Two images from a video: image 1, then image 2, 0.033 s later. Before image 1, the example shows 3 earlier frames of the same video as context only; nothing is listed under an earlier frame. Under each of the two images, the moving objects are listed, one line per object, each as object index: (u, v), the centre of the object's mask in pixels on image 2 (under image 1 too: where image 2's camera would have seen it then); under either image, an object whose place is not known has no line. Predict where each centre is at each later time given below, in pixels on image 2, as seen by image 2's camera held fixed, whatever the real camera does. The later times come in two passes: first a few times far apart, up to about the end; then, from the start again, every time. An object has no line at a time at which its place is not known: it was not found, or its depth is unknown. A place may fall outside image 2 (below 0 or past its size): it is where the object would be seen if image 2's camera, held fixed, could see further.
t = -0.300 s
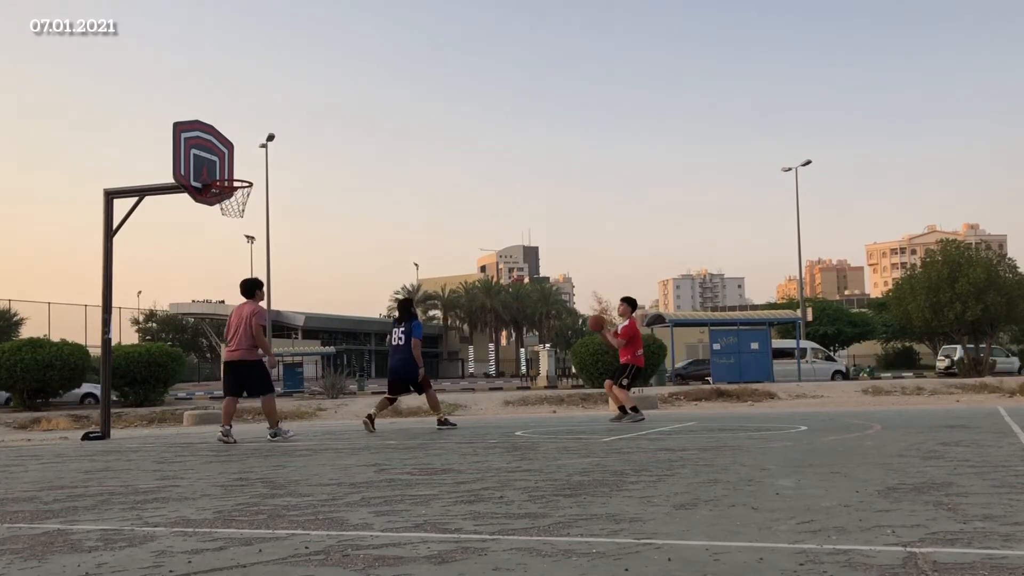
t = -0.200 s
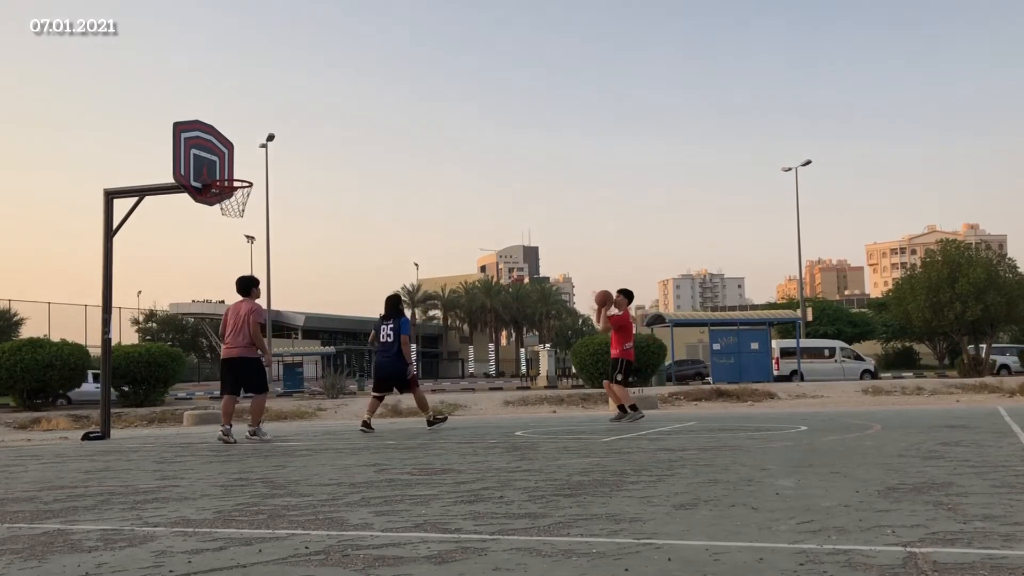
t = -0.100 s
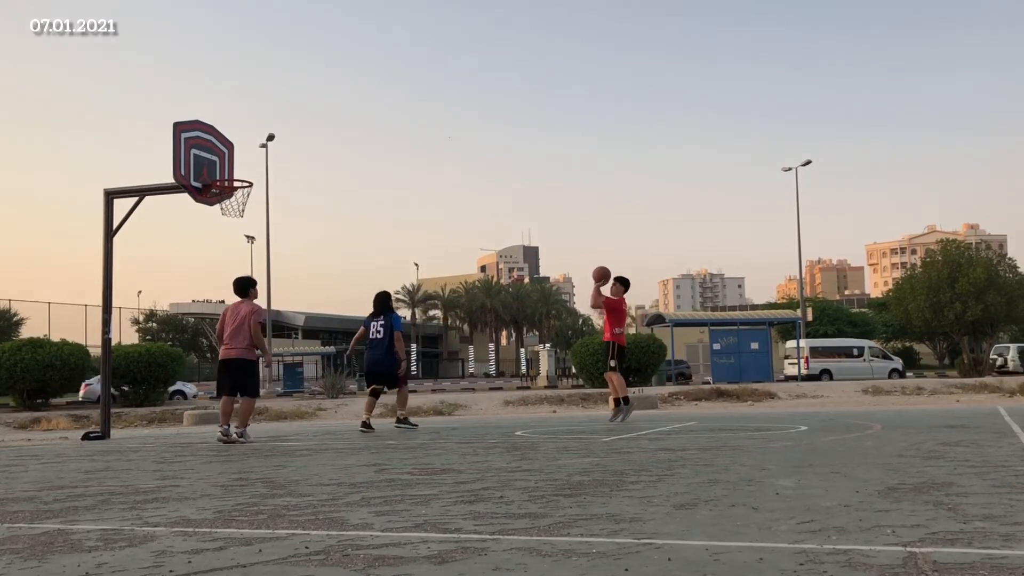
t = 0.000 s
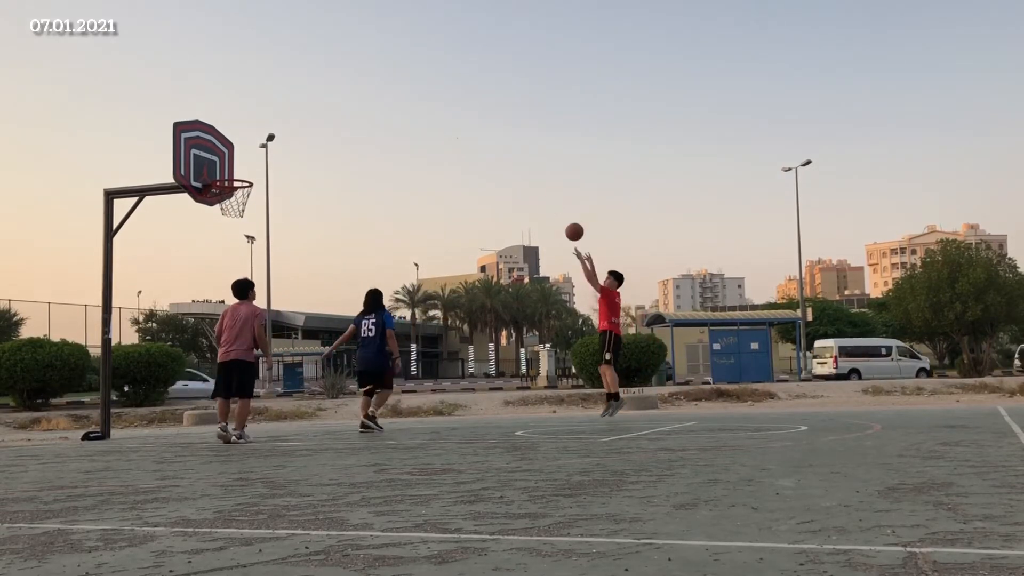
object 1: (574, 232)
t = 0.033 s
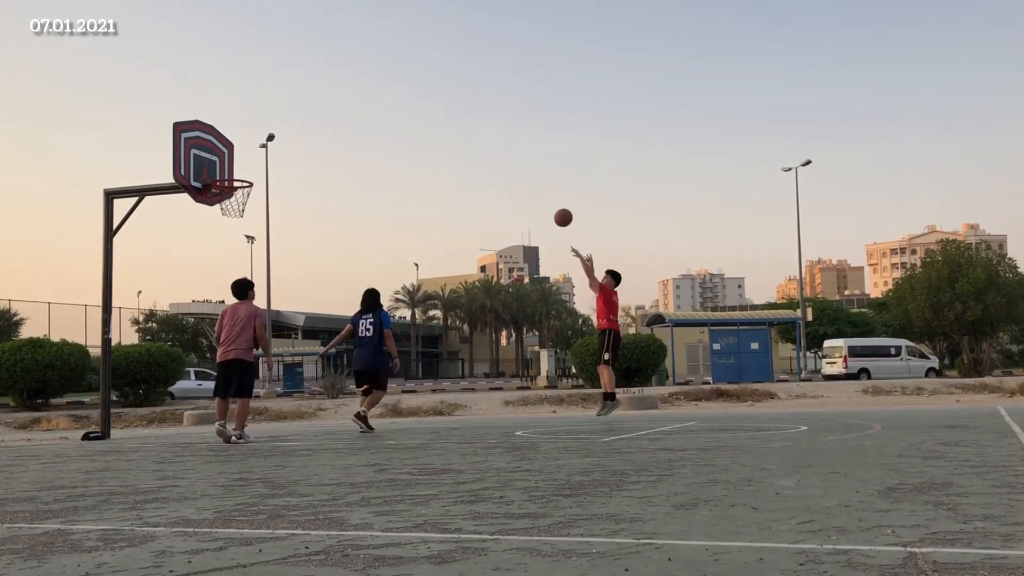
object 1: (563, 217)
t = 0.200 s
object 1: (507, 158)
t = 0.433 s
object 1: (429, 110)
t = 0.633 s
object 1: (361, 101)
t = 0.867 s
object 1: (280, 131)
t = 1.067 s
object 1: (229, 179)
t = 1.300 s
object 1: (265, 151)
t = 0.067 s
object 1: (552, 204)
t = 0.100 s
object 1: (541, 191)
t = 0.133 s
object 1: (530, 179)
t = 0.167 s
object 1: (518, 169)
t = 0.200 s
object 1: (507, 158)
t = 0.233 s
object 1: (496, 149)
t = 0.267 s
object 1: (485, 140)
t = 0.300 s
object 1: (474, 133)
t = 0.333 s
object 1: (463, 126)
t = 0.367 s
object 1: (452, 120)
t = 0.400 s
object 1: (440, 114)
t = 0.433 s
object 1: (429, 110)
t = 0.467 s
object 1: (418, 107)
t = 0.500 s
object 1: (406, 104)
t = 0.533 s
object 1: (395, 102)
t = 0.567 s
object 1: (384, 101)
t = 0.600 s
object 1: (372, 101)
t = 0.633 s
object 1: (361, 101)
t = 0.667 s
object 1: (350, 103)
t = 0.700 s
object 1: (338, 105)
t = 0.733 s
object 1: (327, 109)
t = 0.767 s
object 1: (315, 113)
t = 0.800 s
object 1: (304, 118)
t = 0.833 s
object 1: (292, 124)
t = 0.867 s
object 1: (280, 131)
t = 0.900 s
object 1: (269, 139)
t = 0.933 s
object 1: (257, 147)
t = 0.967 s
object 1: (246, 157)
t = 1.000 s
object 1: (234, 168)
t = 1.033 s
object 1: (224, 177)
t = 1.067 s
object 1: (229, 179)
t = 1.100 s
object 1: (232, 180)
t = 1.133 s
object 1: (239, 173)
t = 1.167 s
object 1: (243, 167)
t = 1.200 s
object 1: (249, 161)
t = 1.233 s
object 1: (254, 157)
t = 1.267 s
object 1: (259, 153)
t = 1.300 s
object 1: (265, 151)
